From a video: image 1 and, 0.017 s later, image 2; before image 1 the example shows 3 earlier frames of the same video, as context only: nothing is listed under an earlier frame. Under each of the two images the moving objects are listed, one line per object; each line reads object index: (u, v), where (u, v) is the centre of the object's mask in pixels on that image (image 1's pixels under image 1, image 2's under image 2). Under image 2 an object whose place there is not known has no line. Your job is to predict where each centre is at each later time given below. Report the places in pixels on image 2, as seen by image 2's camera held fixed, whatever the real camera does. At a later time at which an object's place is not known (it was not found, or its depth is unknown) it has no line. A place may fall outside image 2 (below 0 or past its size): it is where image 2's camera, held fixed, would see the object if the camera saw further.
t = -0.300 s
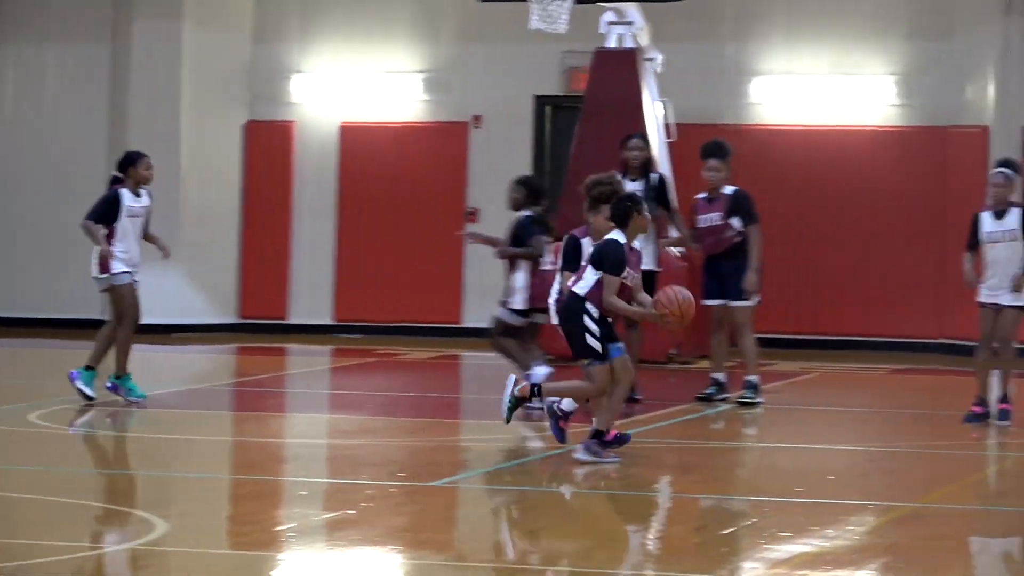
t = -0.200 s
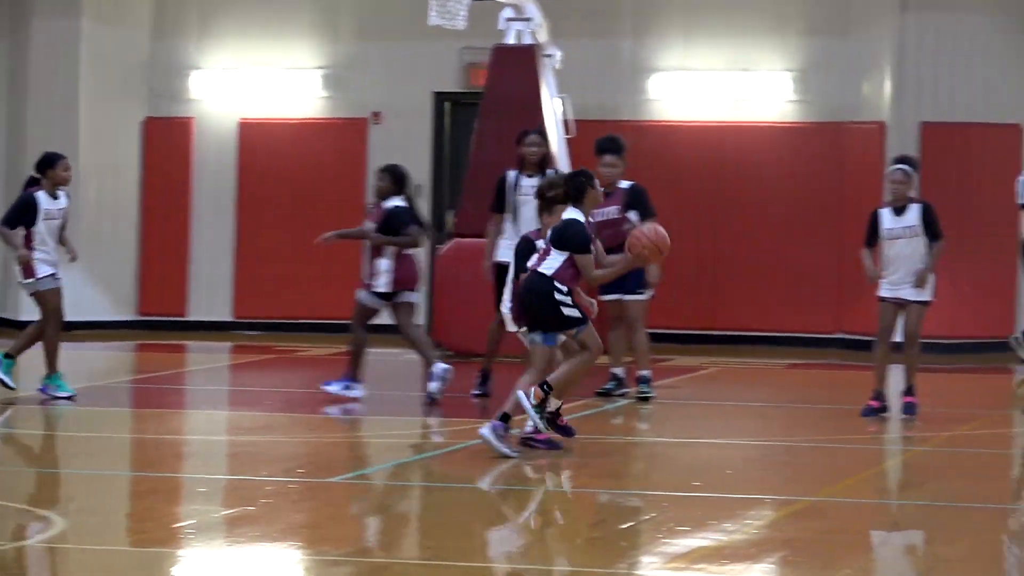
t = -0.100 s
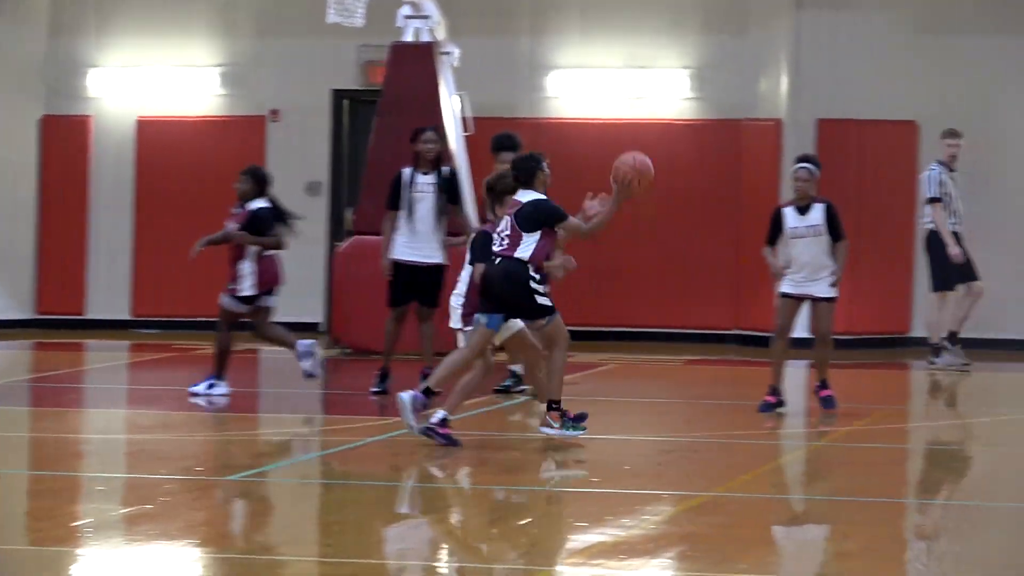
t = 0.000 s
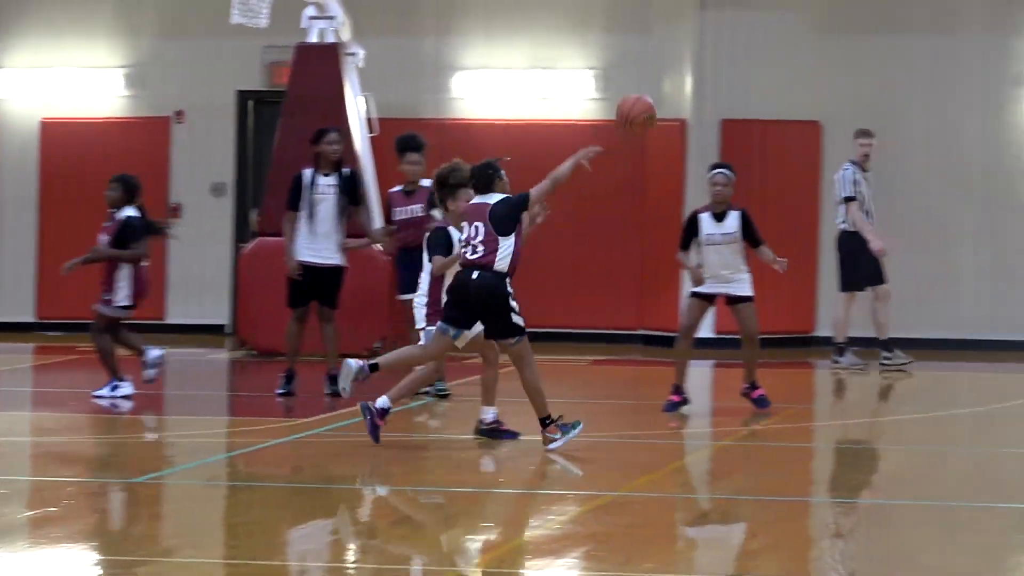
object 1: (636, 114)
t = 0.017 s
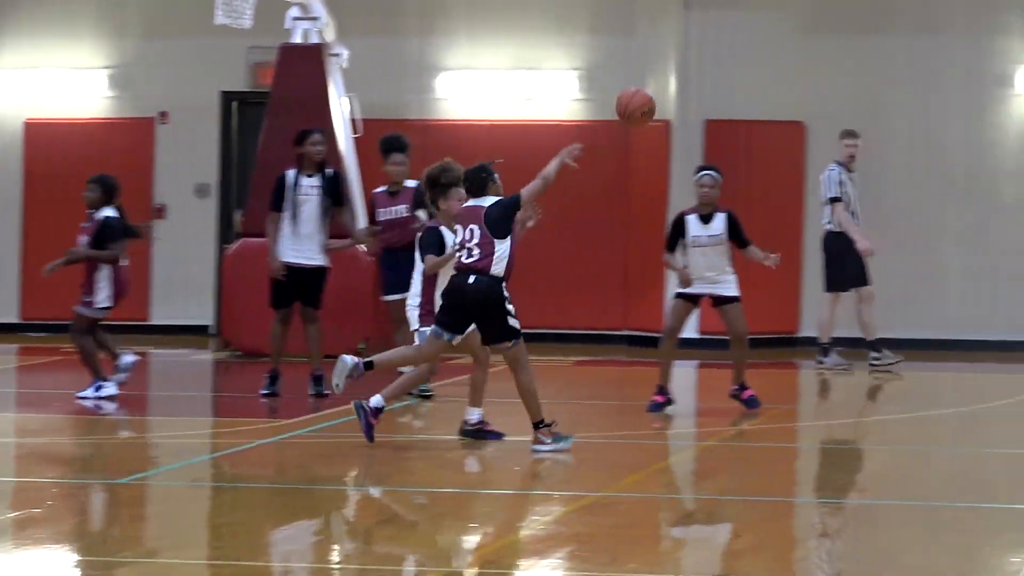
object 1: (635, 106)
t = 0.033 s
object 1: (648, 100)
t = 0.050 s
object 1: (662, 93)
